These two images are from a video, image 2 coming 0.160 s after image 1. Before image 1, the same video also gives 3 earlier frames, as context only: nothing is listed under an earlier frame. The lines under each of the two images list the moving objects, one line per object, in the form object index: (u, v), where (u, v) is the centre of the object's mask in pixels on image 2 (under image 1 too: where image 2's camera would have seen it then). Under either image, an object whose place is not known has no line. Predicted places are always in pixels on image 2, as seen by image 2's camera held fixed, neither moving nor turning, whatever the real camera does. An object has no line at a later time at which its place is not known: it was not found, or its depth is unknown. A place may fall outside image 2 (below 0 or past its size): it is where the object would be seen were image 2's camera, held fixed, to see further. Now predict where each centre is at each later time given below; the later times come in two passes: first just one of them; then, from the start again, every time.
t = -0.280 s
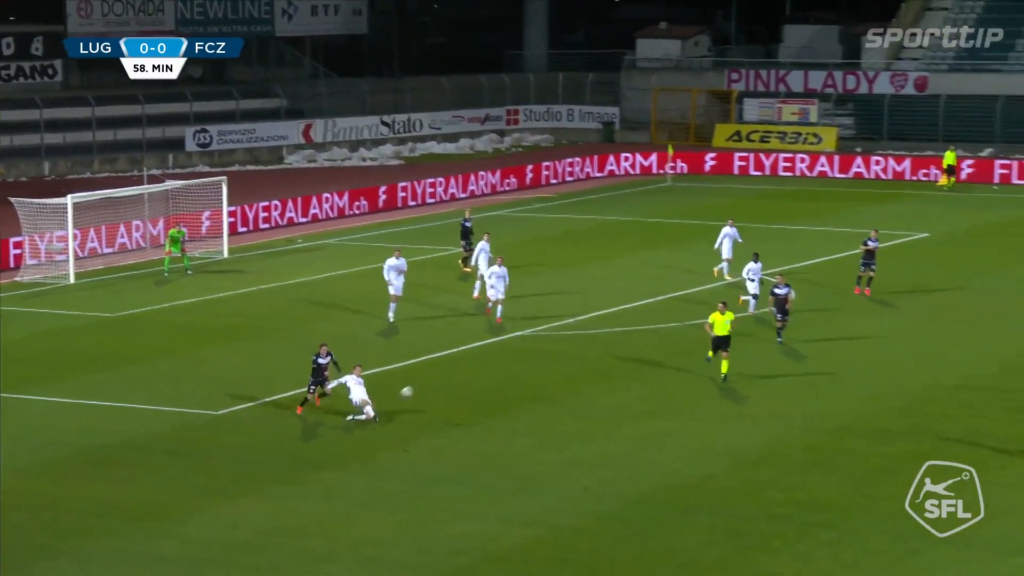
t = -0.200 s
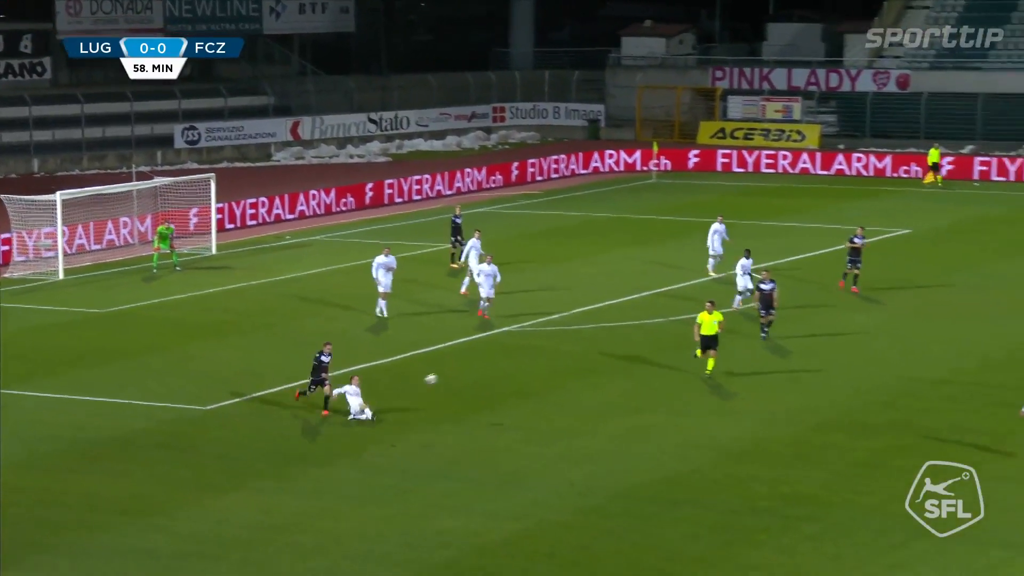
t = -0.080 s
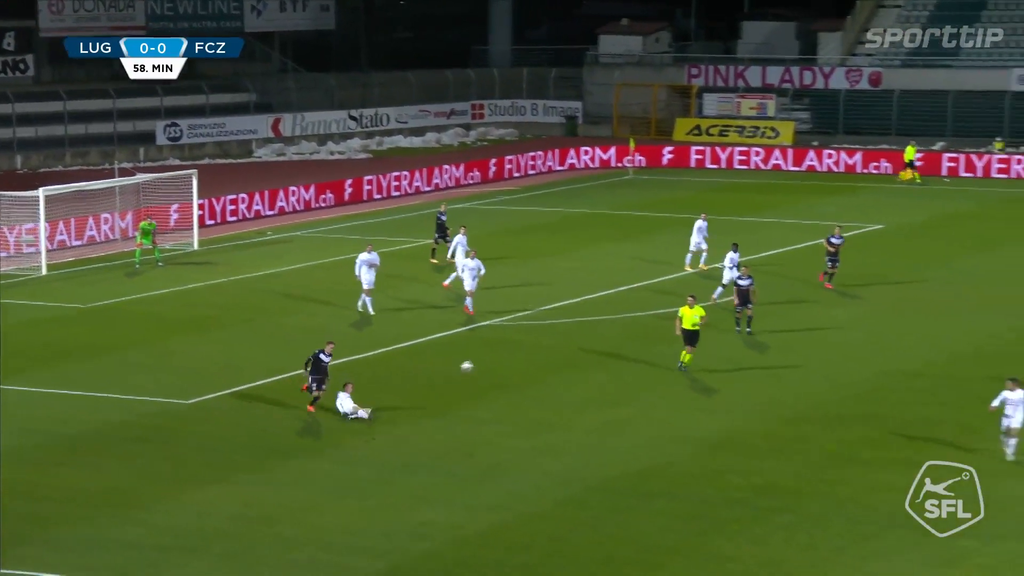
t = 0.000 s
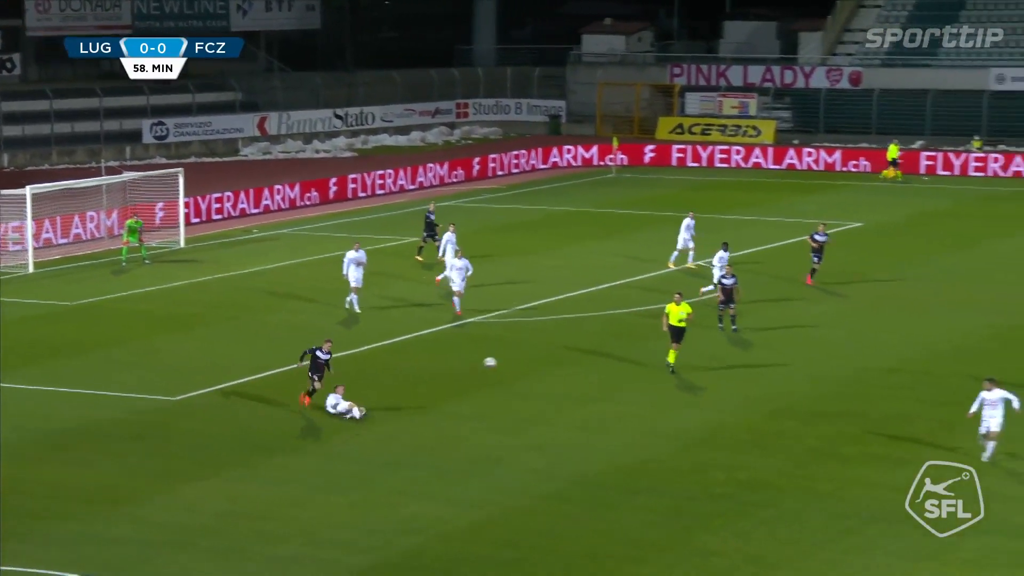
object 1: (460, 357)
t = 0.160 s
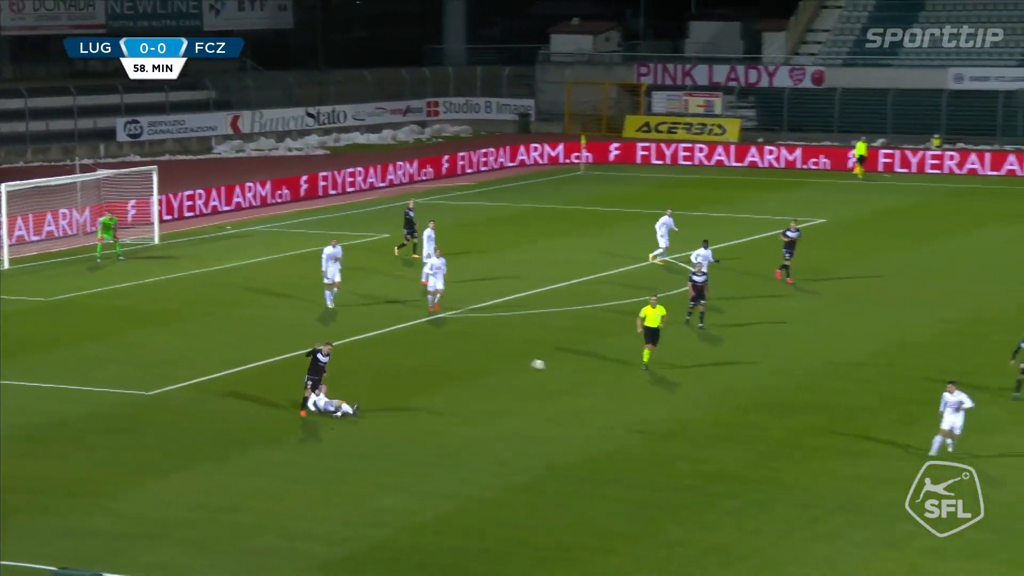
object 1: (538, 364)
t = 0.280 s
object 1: (598, 380)
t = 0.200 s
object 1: (558, 369)
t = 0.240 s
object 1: (578, 373)
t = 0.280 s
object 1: (598, 380)
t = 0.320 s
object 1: (618, 386)
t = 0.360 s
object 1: (639, 394)
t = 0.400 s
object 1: (659, 402)
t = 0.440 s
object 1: (680, 412)
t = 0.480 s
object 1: (701, 423)
